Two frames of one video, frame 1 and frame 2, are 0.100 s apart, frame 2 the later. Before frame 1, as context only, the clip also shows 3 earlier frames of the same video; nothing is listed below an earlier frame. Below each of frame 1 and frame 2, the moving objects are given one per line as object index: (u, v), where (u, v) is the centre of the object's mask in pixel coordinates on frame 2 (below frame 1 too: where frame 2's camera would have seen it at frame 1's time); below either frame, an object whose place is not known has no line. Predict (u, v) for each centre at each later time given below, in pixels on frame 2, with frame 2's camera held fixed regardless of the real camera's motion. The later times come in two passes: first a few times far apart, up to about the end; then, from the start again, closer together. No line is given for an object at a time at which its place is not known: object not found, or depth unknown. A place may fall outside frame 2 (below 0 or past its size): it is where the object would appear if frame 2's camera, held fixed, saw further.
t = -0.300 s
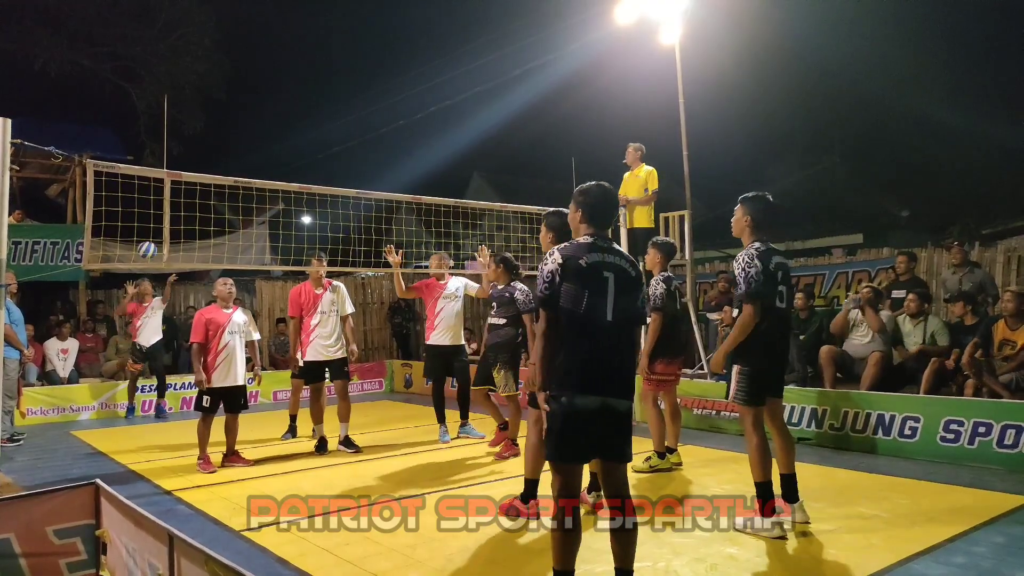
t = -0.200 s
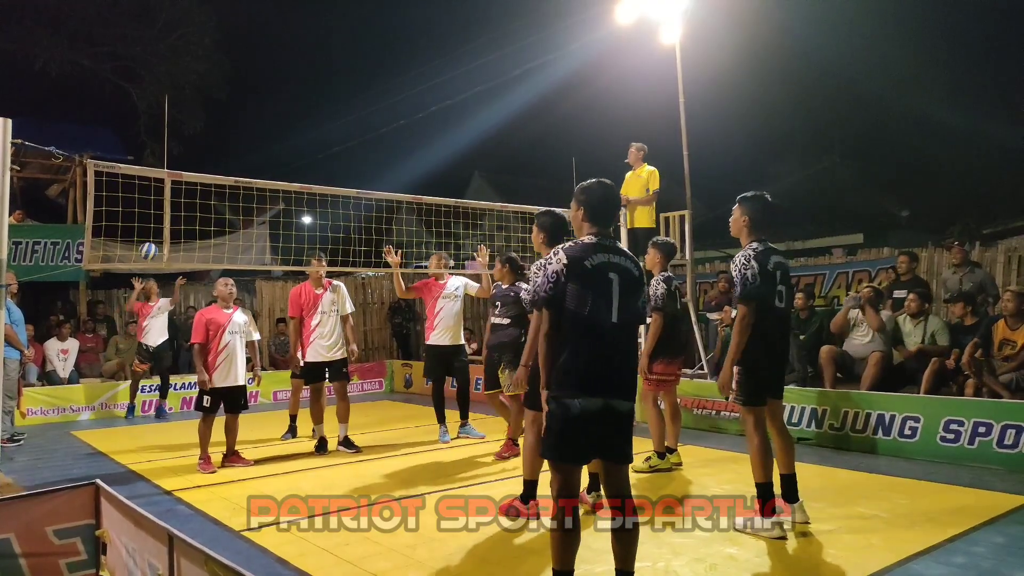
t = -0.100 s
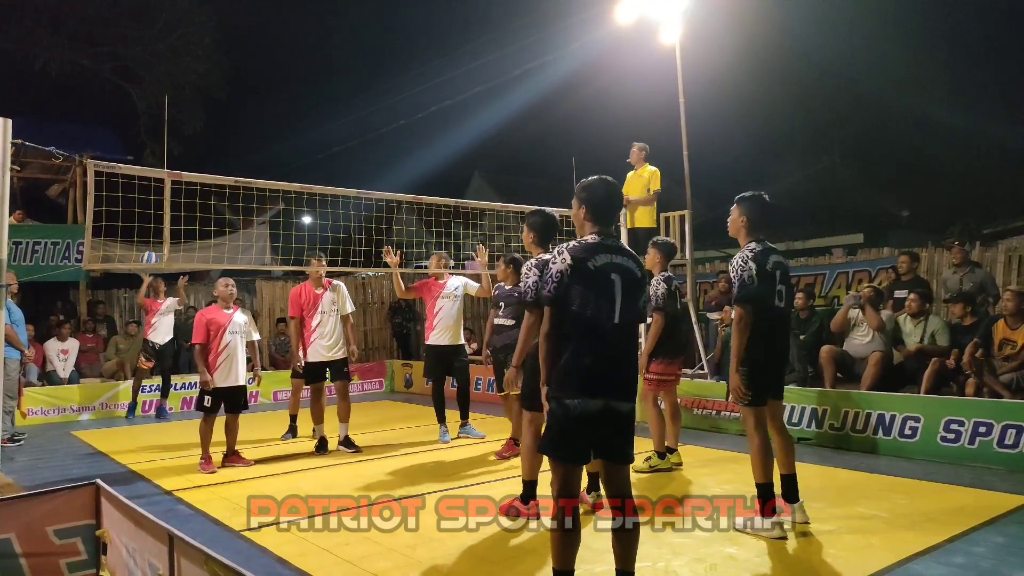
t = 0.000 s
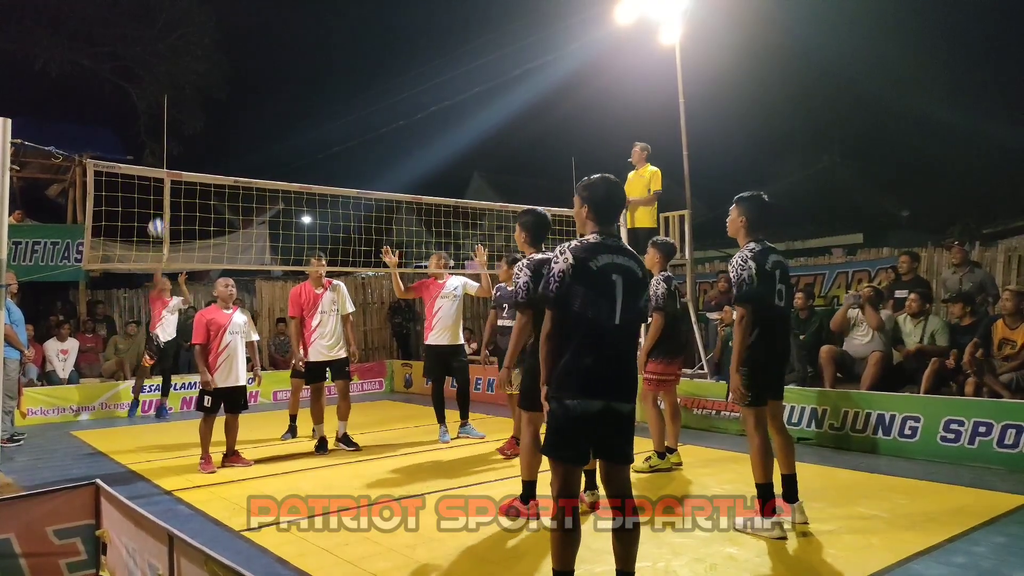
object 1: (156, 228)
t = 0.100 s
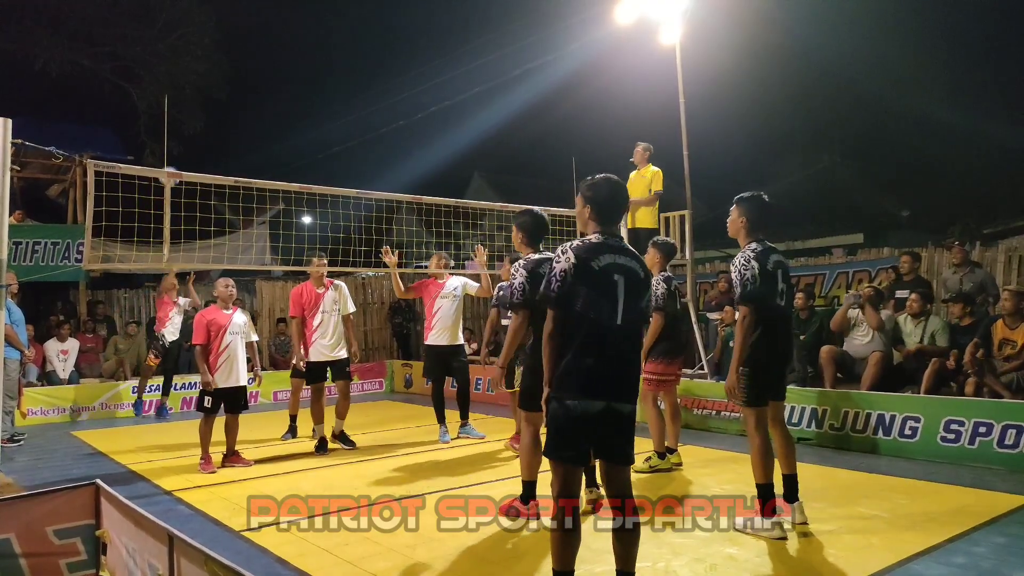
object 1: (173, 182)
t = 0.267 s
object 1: (191, 103)
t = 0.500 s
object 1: (227, 28)
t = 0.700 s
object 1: (270, 7)
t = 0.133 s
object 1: (173, 160)
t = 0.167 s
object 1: (177, 145)
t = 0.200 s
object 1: (182, 130)
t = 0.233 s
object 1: (186, 117)
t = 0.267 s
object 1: (191, 103)
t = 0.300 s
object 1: (196, 90)
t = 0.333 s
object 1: (201, 78)
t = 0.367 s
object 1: (206, 67)
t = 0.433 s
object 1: (216, 46)
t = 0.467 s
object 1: (221, 37)
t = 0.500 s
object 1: (227, 28)
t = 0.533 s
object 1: (234, 21)
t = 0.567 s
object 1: (240, 16)
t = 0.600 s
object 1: (247, 11)
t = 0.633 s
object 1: (255, 9)
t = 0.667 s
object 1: (262, 7)
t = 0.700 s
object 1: (270, 7)
